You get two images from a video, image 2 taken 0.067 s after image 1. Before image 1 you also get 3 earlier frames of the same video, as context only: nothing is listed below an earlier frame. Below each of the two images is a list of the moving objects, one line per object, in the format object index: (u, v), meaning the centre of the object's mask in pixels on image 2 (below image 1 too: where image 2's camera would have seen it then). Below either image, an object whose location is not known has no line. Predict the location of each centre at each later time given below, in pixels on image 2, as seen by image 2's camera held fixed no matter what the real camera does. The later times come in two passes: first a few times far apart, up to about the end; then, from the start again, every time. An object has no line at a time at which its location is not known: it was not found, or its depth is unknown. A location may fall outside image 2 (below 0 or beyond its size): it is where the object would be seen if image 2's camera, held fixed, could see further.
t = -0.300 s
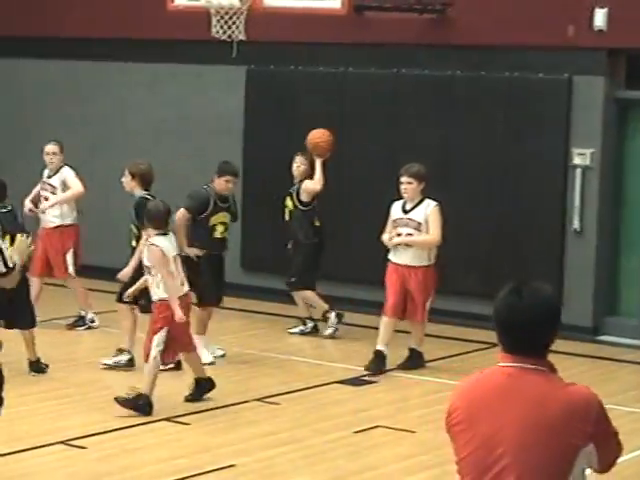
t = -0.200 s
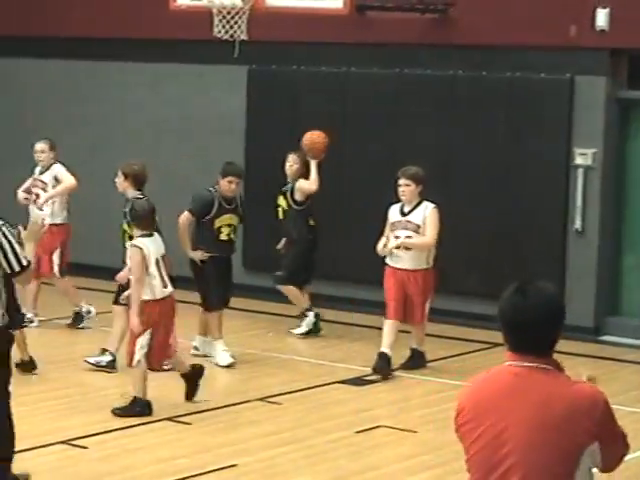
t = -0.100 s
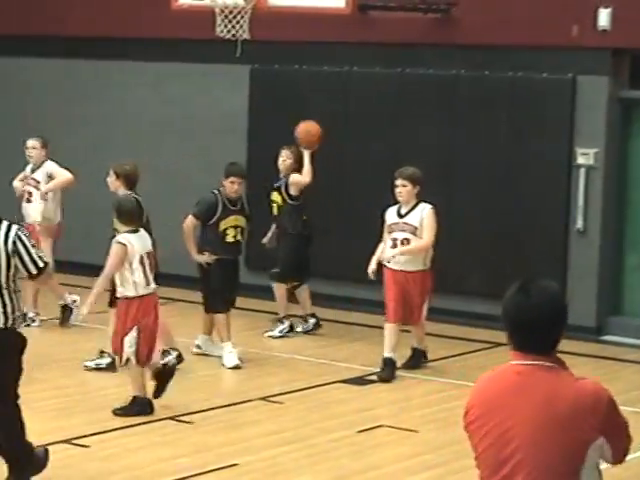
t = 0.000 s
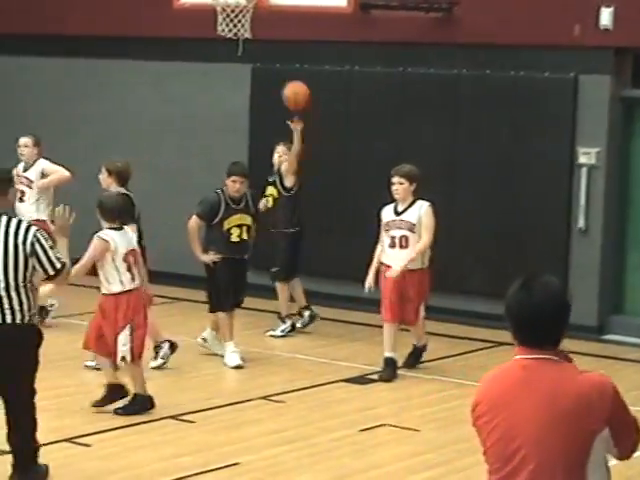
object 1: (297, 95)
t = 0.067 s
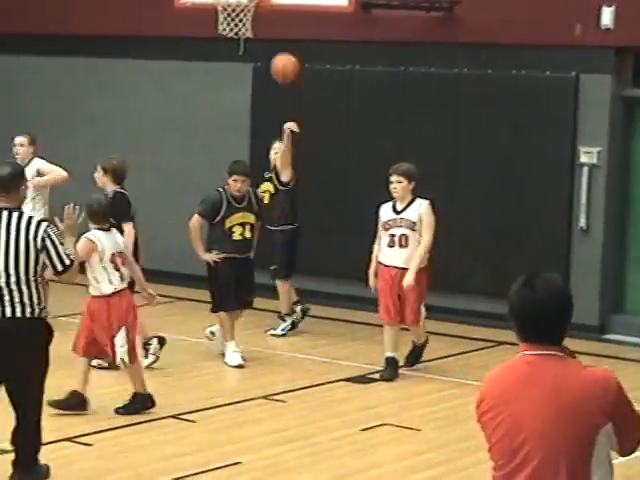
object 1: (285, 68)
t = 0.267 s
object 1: (245, 15)
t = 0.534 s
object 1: (177, 21)
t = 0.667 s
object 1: (137, 63)
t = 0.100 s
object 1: (278, 56)
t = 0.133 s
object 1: (272, 46)
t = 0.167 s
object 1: (266, 36)
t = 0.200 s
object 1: (258, 28)
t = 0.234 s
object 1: (252, 20)
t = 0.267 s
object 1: (245, 15)
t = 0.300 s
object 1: (237, 12)
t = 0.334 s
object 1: (229, 11)
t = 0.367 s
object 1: (220, 11)
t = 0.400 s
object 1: (210, 11)
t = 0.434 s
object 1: (201, 12)
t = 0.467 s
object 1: (194, 13)
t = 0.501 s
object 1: (185, 16)
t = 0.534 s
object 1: (177, 21)
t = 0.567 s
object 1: (167, 30)
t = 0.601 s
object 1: (157, 39)
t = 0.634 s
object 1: (147, 50)
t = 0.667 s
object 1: (137, 63)
